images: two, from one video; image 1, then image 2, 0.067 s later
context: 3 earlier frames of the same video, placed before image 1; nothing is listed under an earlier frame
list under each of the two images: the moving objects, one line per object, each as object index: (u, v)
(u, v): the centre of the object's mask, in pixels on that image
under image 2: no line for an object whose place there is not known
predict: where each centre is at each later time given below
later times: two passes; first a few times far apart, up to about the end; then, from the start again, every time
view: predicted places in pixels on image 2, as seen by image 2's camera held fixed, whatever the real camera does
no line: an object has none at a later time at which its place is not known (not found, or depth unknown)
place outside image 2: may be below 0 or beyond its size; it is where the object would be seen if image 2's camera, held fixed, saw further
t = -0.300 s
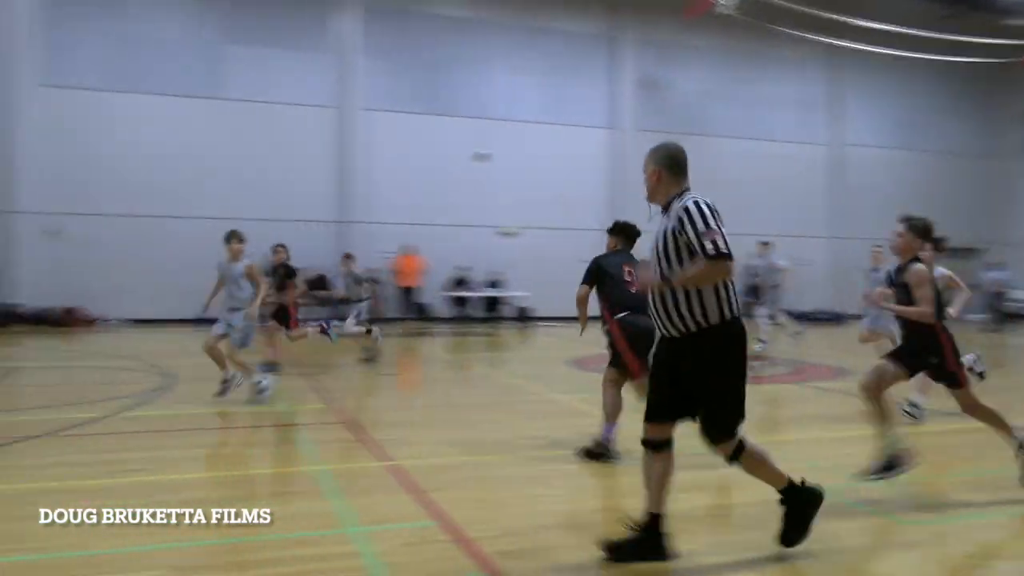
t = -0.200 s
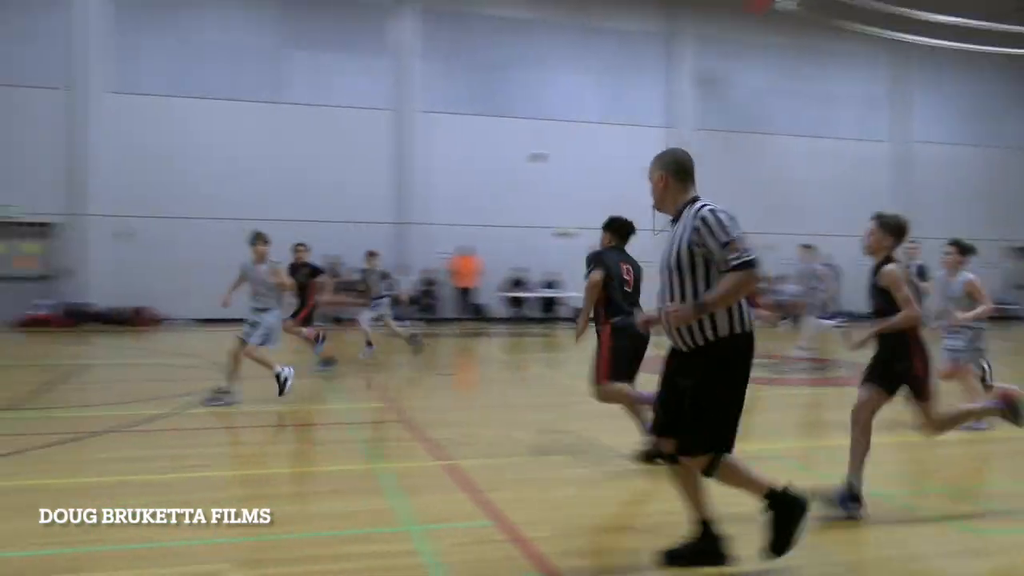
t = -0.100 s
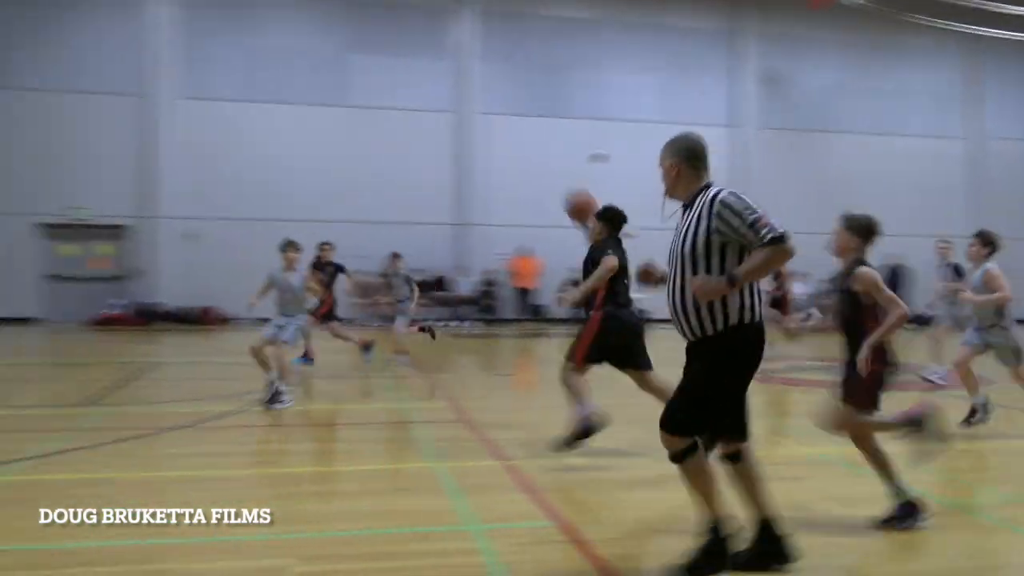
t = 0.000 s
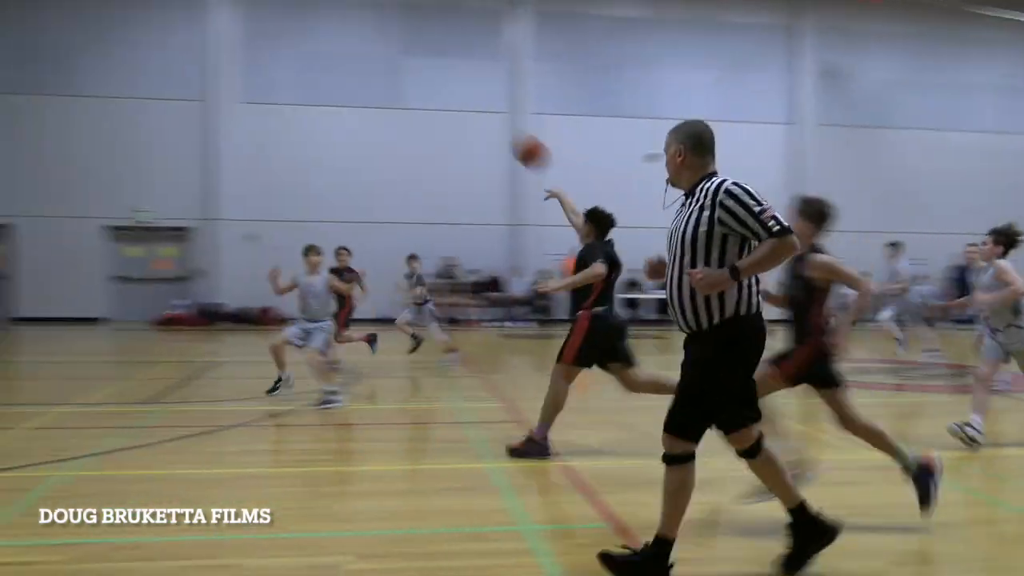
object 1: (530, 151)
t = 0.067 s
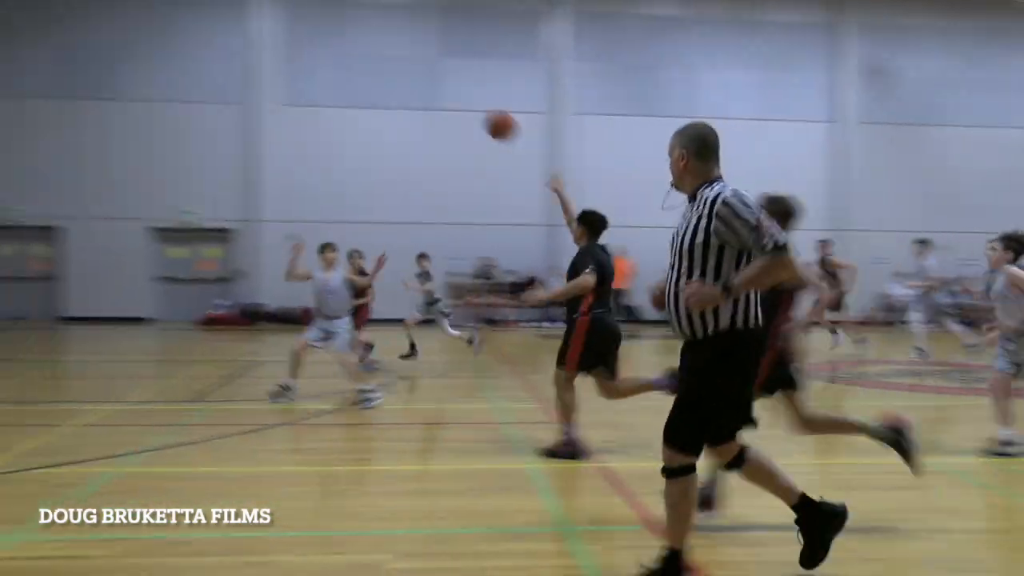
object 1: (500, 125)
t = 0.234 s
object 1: (354, 87)
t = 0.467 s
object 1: (195, 94)
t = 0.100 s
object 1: (470, 115)
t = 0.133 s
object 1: (440, 105)
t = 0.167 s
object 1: (409, 98)
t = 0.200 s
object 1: (383, 92)
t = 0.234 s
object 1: (354, 87)
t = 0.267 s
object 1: (328, 86)
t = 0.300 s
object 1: (304, 84)
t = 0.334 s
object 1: (281, 84)
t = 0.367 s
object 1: (258, 85)
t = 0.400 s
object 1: (236, 87)
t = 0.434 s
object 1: (214, 89)
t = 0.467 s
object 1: (195, 94)
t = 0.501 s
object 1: (176, 98)
